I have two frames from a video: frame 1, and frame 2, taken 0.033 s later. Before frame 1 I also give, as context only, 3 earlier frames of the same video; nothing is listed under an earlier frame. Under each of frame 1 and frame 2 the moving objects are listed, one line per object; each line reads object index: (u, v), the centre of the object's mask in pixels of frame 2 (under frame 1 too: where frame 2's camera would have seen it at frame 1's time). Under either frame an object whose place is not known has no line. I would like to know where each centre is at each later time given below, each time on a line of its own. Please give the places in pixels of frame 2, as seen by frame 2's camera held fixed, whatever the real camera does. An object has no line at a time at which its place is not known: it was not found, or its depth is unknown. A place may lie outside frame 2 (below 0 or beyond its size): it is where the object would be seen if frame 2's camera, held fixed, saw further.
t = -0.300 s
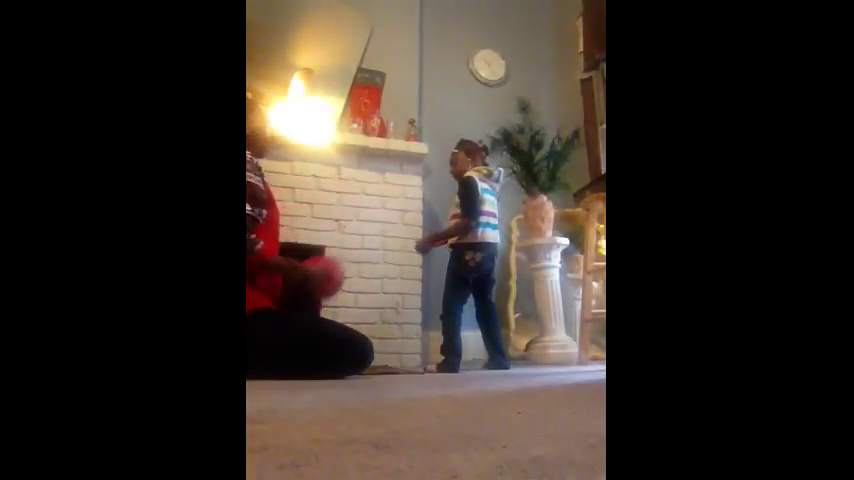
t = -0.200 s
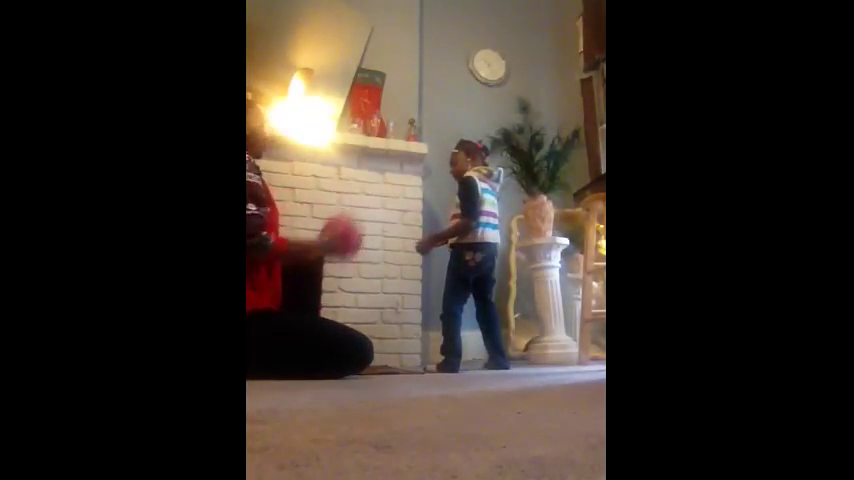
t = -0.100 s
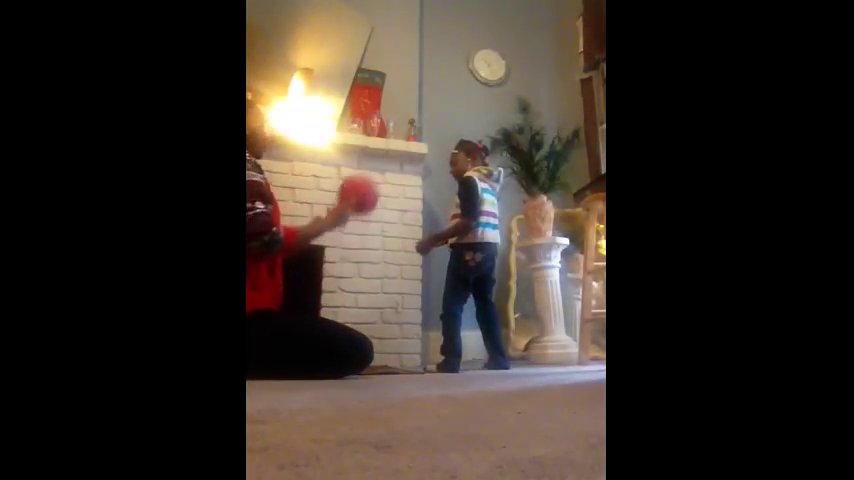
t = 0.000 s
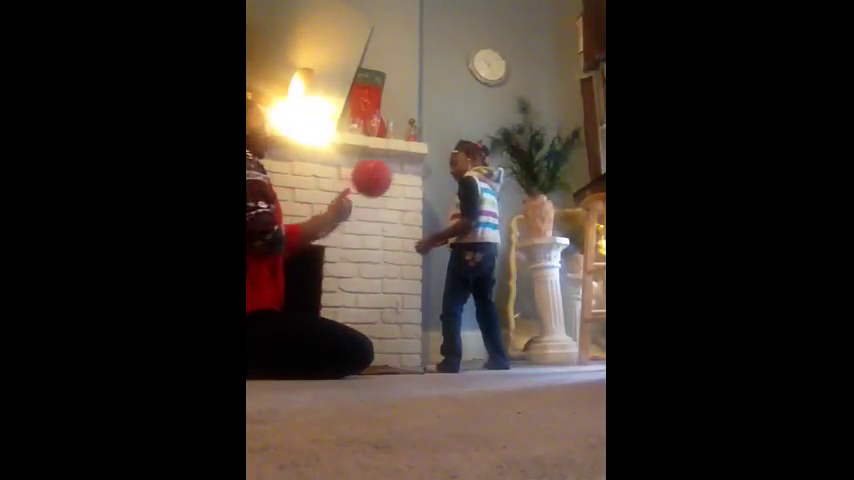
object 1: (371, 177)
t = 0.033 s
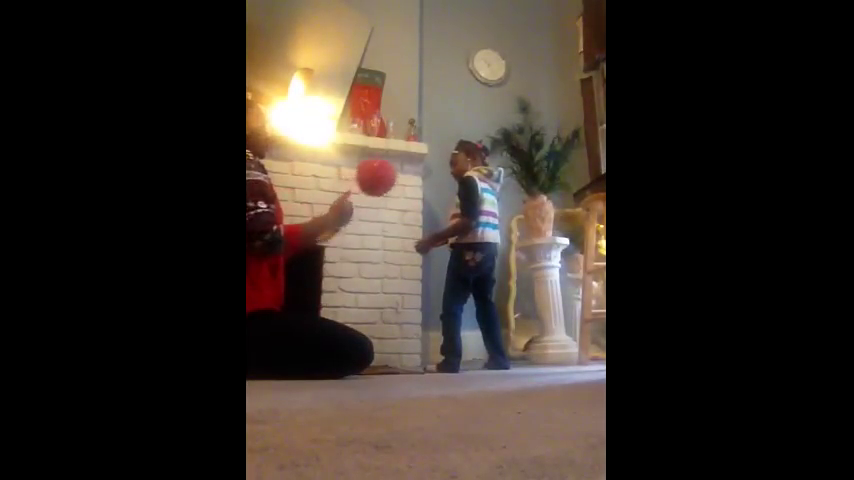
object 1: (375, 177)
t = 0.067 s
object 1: (379, 178)
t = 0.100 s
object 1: (384, 181)
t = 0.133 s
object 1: (388, 187)
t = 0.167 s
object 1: (391, 195)
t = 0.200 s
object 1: (394, 208)
